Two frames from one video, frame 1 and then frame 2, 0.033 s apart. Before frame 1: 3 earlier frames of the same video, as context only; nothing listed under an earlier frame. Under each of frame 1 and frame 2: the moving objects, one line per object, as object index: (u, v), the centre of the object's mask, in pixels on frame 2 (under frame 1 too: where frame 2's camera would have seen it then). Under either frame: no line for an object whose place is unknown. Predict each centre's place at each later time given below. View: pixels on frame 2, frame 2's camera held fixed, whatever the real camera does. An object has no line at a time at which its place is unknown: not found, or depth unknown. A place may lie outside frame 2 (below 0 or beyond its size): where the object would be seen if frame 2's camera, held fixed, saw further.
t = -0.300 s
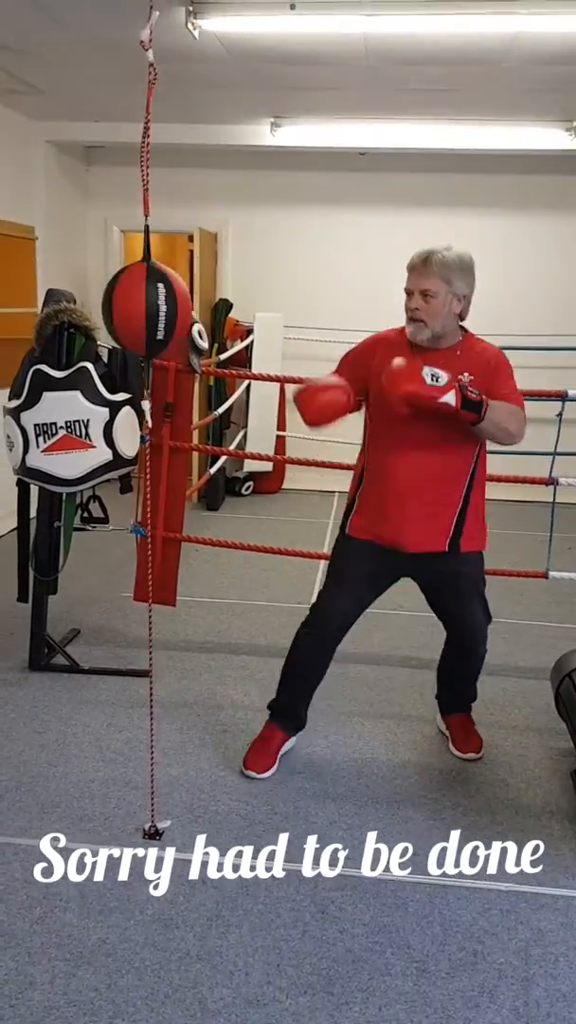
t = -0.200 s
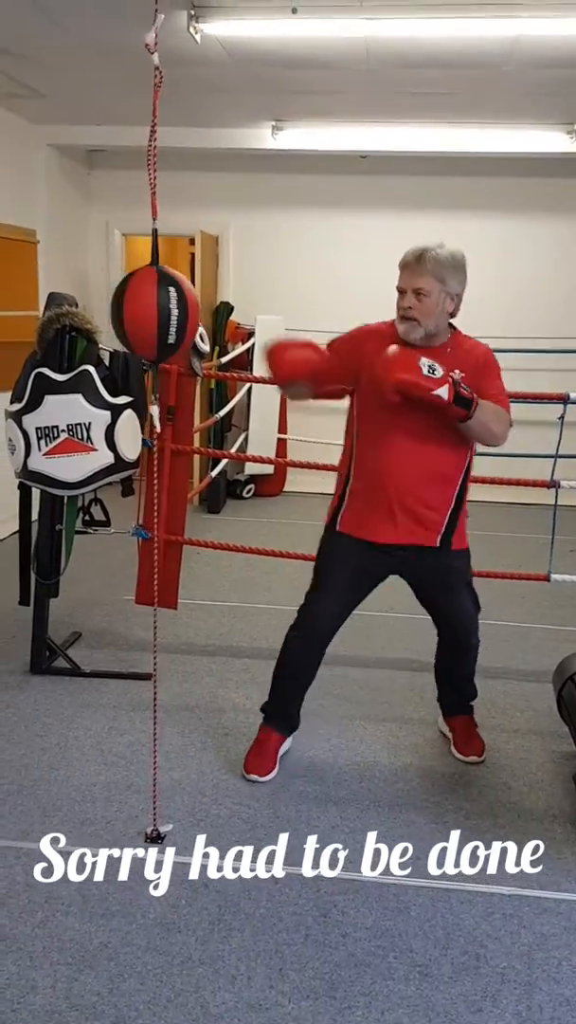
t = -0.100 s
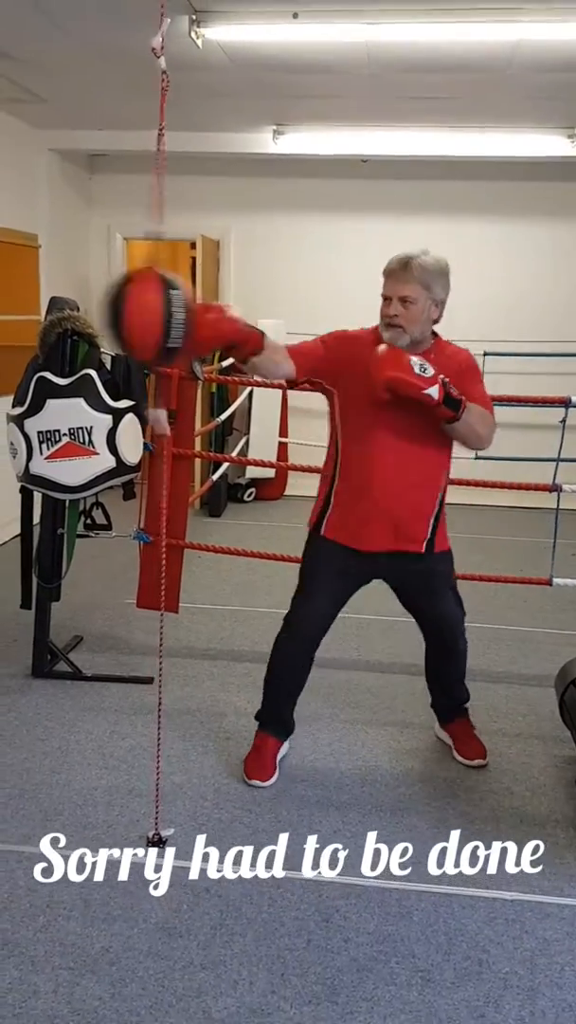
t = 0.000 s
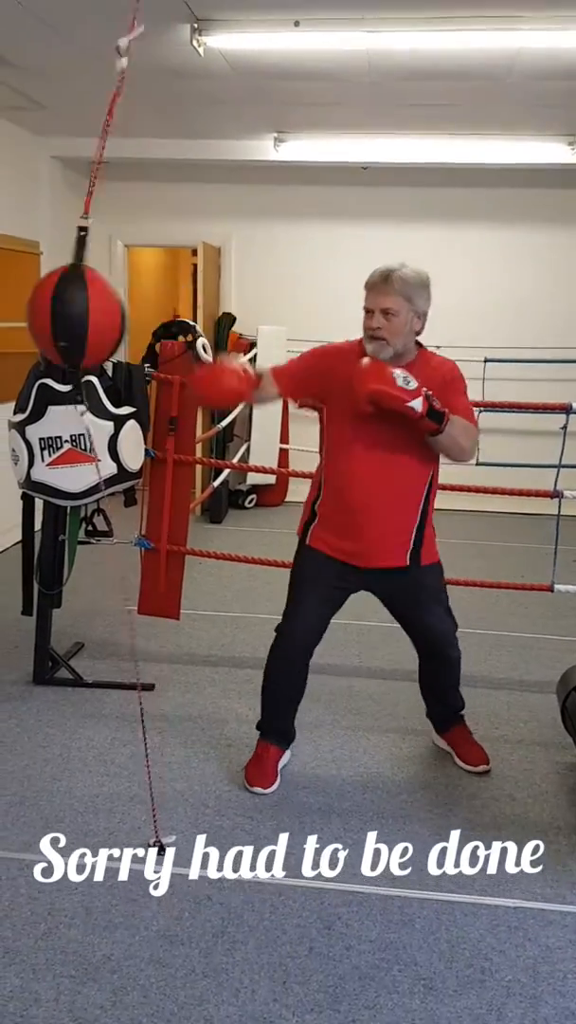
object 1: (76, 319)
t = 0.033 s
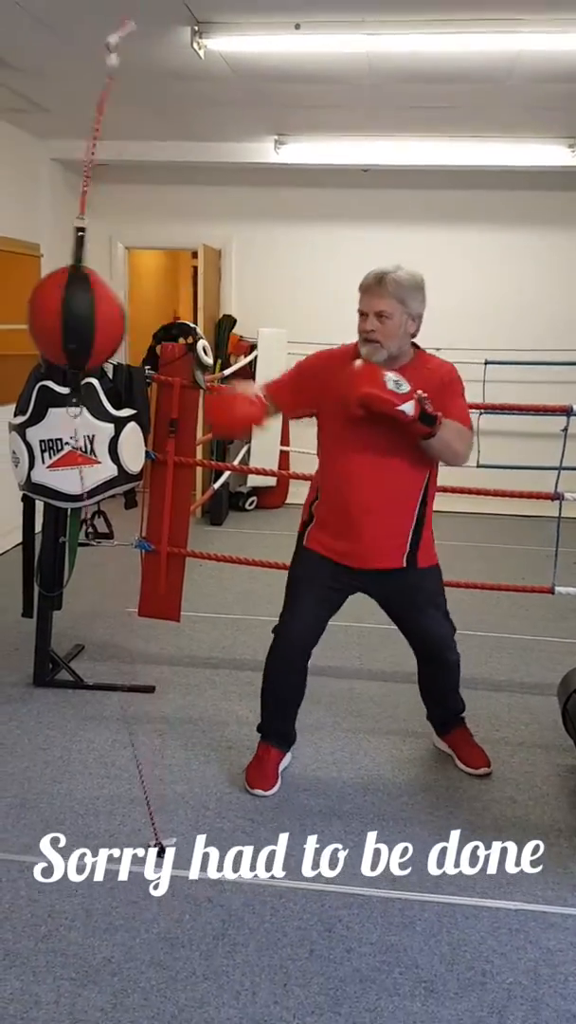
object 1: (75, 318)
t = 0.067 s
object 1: (86, 318)
